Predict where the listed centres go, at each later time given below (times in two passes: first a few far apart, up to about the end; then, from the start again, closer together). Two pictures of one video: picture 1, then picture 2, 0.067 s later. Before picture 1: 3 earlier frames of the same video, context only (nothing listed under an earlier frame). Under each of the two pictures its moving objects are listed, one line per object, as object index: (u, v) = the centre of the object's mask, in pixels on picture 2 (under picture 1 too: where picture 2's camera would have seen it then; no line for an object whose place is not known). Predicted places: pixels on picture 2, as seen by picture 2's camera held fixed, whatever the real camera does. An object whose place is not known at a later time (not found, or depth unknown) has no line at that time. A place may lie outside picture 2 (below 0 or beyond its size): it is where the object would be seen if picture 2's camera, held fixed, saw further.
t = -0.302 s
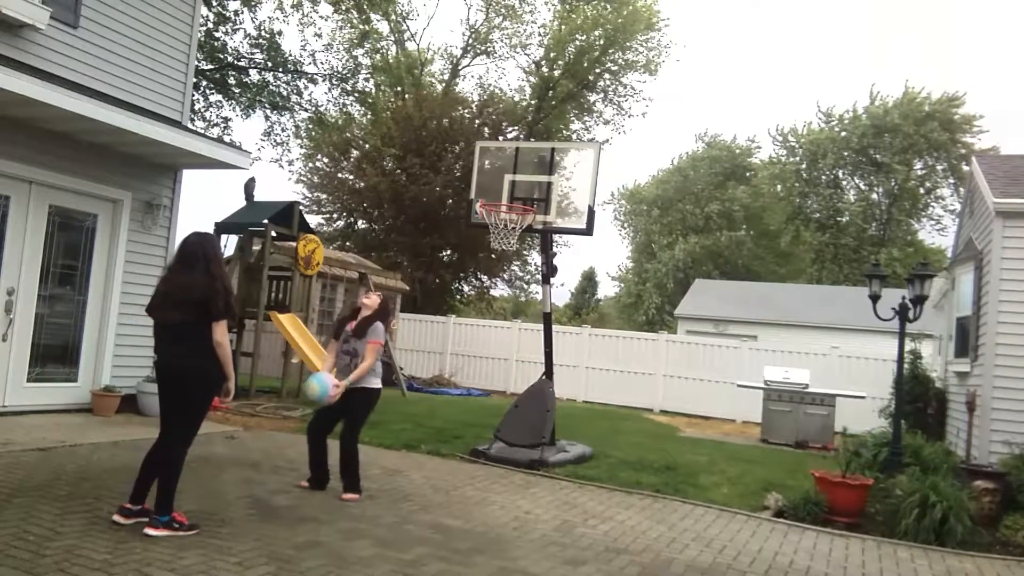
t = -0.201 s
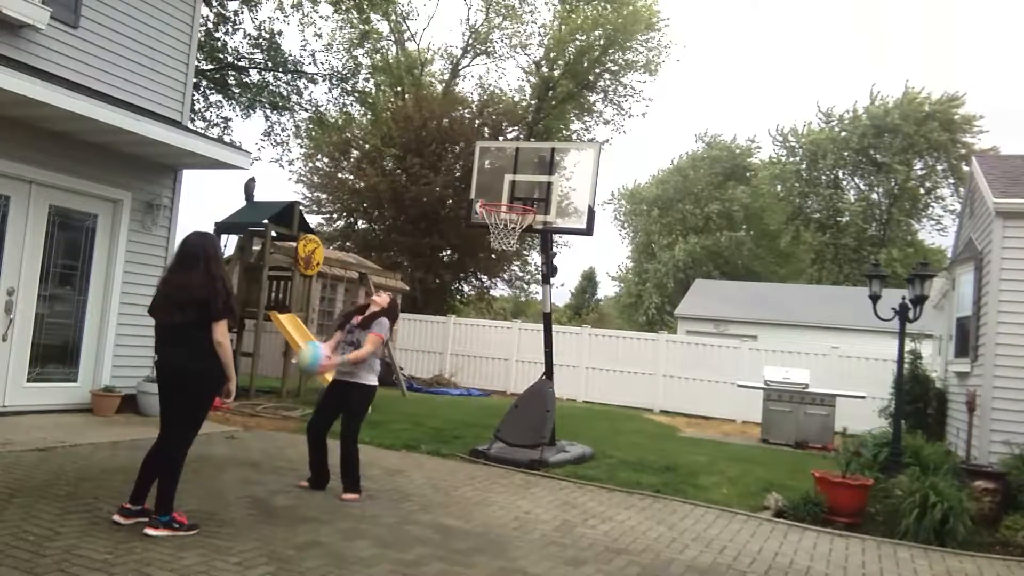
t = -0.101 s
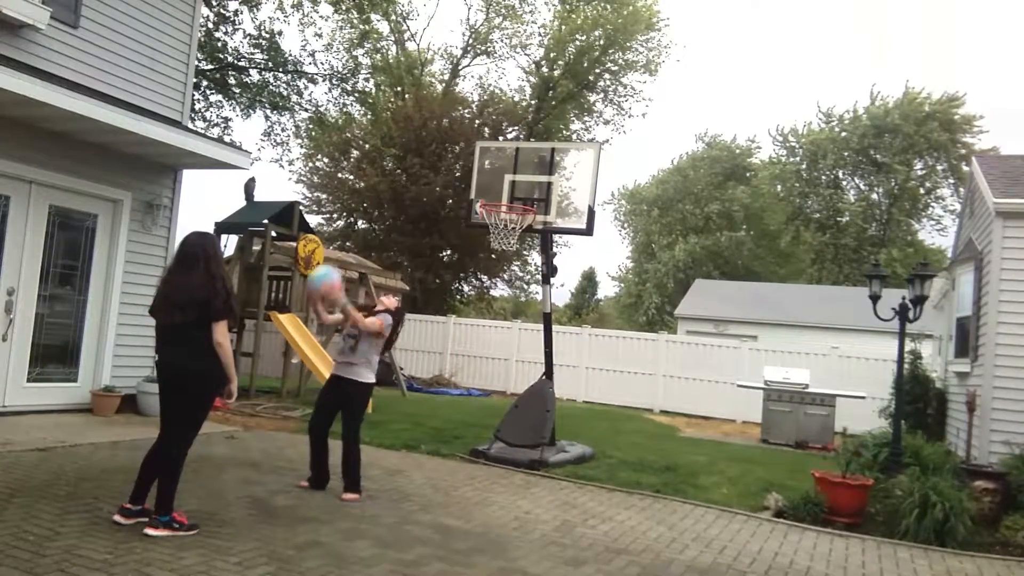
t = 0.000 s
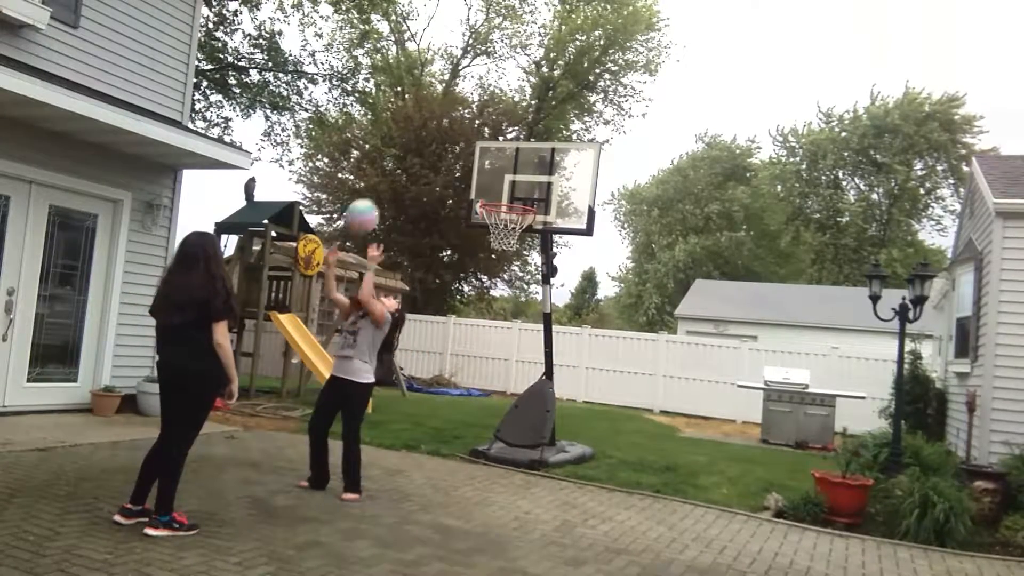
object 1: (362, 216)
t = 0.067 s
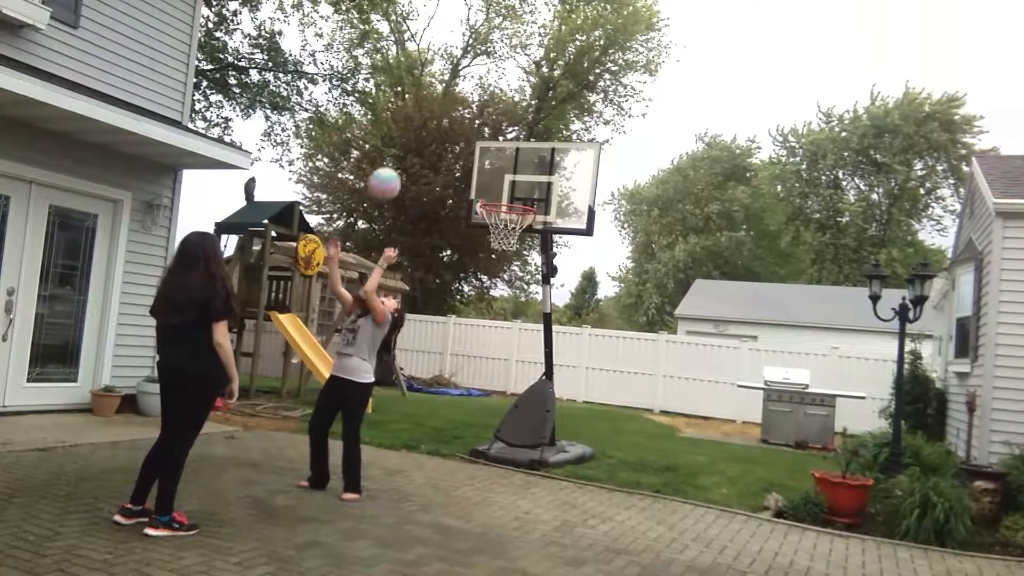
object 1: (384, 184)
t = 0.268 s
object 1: (438, 133)
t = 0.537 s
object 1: (491, 144)
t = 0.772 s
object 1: (520, 194)
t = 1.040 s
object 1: (530, 136)
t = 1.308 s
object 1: (534, 154)
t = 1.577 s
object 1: (551, 206)
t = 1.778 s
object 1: (584, 255)
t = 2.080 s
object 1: (632, 440)
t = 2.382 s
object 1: (700, 384)
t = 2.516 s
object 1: (734, 333)
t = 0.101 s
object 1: (395, 170)
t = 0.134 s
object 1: (404, 160)
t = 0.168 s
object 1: (413, 150)
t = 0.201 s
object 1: (422, 143)
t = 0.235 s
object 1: (430, 137)
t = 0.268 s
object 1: (438, 133)
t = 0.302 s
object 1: (446, 130)
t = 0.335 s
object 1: (453, 128)
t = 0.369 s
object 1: (460, 127)
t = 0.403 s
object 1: (467, 129)
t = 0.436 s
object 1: (473, 132)
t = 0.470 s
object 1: (479, 135)
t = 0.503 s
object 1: (484, 140)
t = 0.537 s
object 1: (491, 144)
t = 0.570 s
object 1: (496, 152)
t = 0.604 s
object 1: (501, 159)
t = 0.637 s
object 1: (506, 169)
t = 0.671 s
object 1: (511, 179)
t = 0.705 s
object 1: (515, 191)
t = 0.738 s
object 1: (520, 199)
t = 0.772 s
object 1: (520, 194)
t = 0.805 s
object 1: (522, 183)
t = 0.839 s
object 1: (524, 172)
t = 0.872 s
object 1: (525, 163)
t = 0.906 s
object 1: (526, 155)
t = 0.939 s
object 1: (526, 148)
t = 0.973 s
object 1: (528, 142)
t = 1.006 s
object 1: (529, 138)
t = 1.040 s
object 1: (530, 136)
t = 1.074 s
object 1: (531, 135)
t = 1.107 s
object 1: (531, 134)
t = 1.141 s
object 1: (532, 134)
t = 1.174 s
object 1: (532, 136)
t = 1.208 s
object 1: (533, 139)
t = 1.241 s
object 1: (533, 143)
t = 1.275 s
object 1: (535, 148)
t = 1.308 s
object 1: (534, 154)
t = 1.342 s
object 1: (534, 164)
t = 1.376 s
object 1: (533, 173)
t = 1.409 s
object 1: (534, 183)
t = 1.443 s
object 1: (532, 197)
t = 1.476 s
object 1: (535, 200)
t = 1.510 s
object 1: (540, 201)
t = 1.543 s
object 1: (546, 202)
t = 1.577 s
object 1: (551, 206)
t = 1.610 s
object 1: (558, 211)
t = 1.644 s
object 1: (563, 217)
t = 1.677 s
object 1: (568, 223)
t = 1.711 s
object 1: (573, 233)
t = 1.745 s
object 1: (579, 243)
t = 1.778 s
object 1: (584, 255)
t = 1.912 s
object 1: (606, 319)
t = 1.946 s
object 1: (611, 340)
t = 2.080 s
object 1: (632, 440)
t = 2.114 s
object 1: (637, 470)
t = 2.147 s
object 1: (640, 502)
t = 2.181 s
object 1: (646, 512)
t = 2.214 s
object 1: (655, 484)
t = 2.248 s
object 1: (665, 461)
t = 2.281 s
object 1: (674, 438)
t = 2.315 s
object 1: (683, 418)
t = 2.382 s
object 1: (700, 384)
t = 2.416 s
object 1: (708, 369)
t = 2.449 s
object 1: (717, 355)
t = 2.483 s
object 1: (725, 343)
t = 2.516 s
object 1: (734, 333)
